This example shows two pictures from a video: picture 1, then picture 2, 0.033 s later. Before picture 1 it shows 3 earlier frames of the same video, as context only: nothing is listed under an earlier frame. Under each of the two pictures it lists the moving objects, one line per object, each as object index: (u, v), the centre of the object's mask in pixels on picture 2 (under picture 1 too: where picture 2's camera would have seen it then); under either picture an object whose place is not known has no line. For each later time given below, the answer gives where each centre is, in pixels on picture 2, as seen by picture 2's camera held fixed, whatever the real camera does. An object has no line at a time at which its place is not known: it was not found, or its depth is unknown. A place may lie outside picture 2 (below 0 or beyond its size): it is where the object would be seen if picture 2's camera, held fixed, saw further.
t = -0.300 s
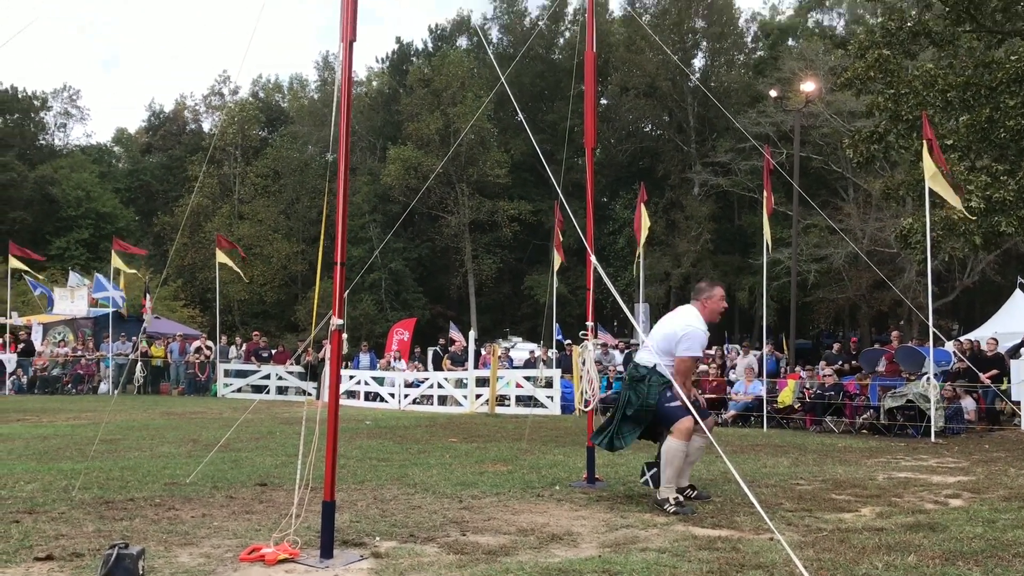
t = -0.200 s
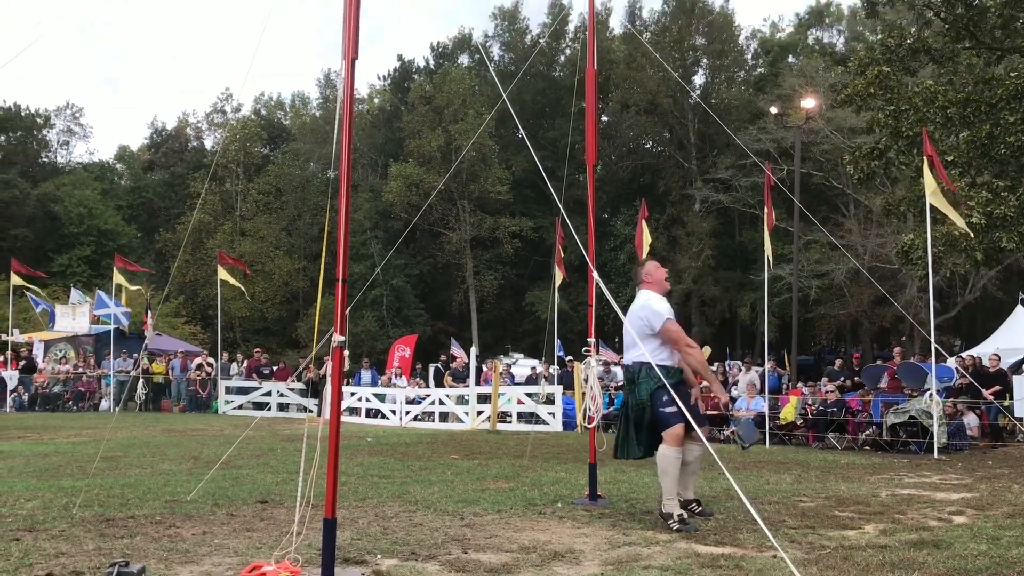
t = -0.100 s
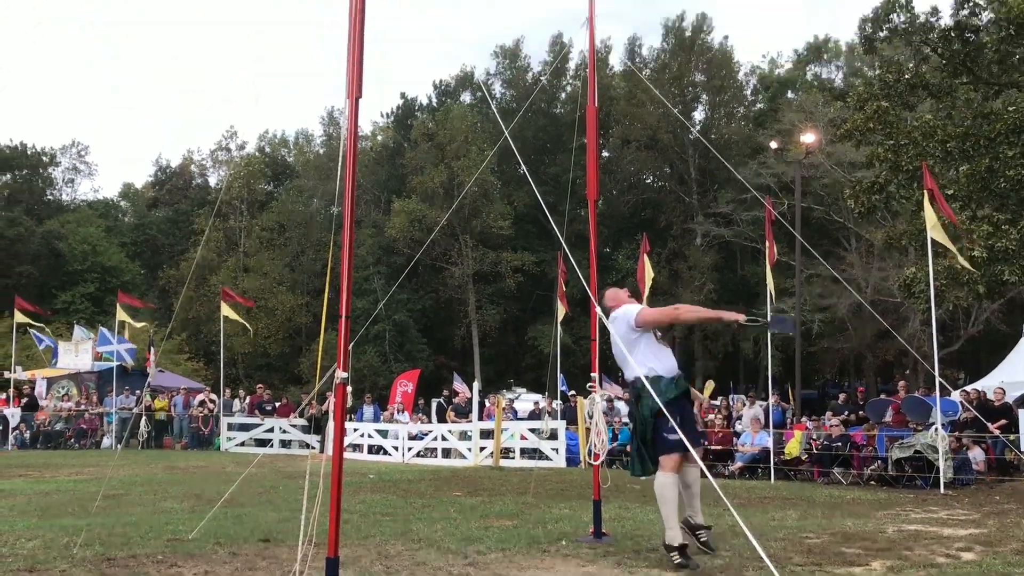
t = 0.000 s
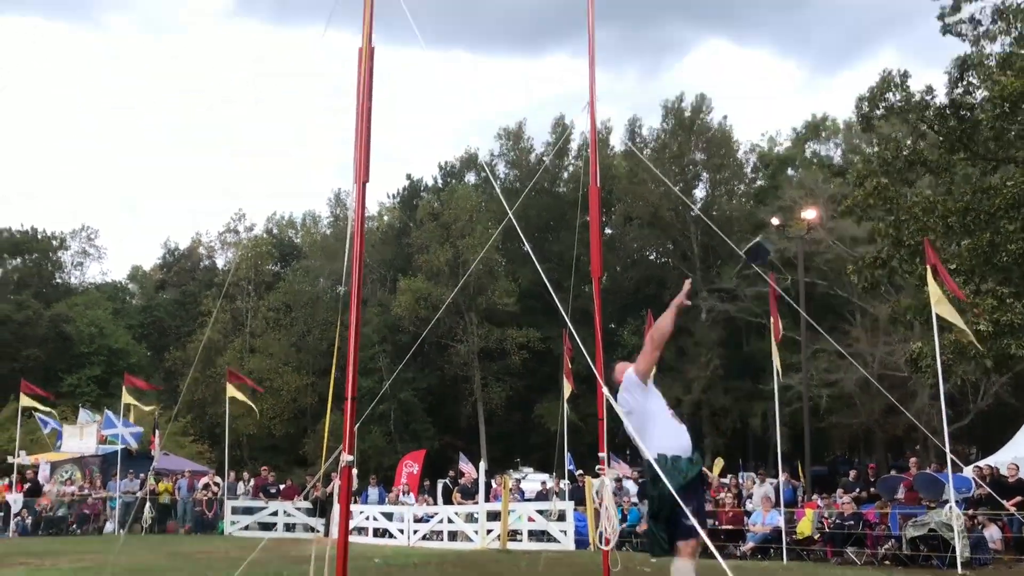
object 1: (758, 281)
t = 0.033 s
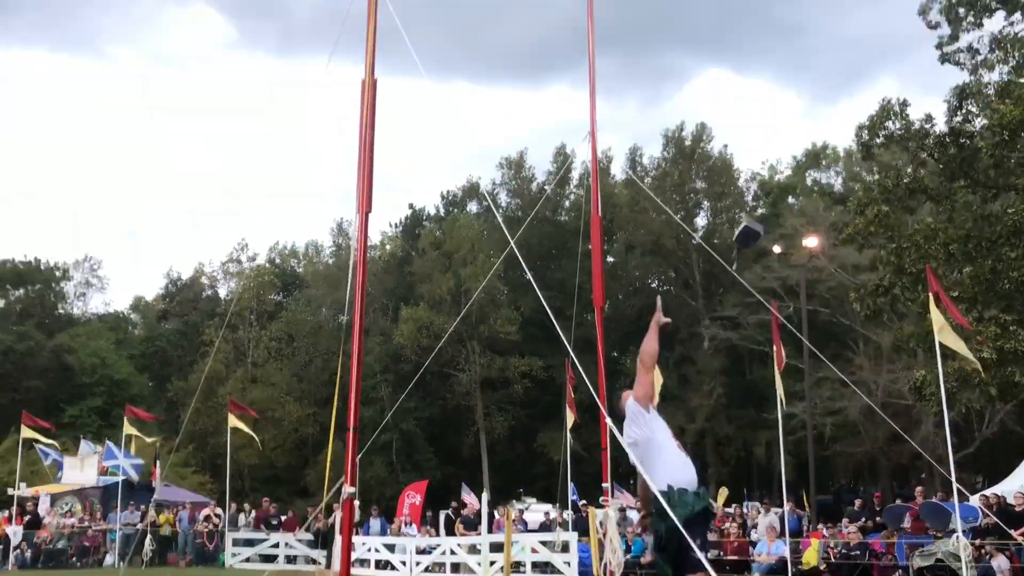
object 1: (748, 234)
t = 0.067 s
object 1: (738, 192)
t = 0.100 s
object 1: (727, 154)
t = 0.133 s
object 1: (716, 117)
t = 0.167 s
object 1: (705, 77)
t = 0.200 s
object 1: (694, 40)
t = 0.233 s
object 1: (684, 6)
